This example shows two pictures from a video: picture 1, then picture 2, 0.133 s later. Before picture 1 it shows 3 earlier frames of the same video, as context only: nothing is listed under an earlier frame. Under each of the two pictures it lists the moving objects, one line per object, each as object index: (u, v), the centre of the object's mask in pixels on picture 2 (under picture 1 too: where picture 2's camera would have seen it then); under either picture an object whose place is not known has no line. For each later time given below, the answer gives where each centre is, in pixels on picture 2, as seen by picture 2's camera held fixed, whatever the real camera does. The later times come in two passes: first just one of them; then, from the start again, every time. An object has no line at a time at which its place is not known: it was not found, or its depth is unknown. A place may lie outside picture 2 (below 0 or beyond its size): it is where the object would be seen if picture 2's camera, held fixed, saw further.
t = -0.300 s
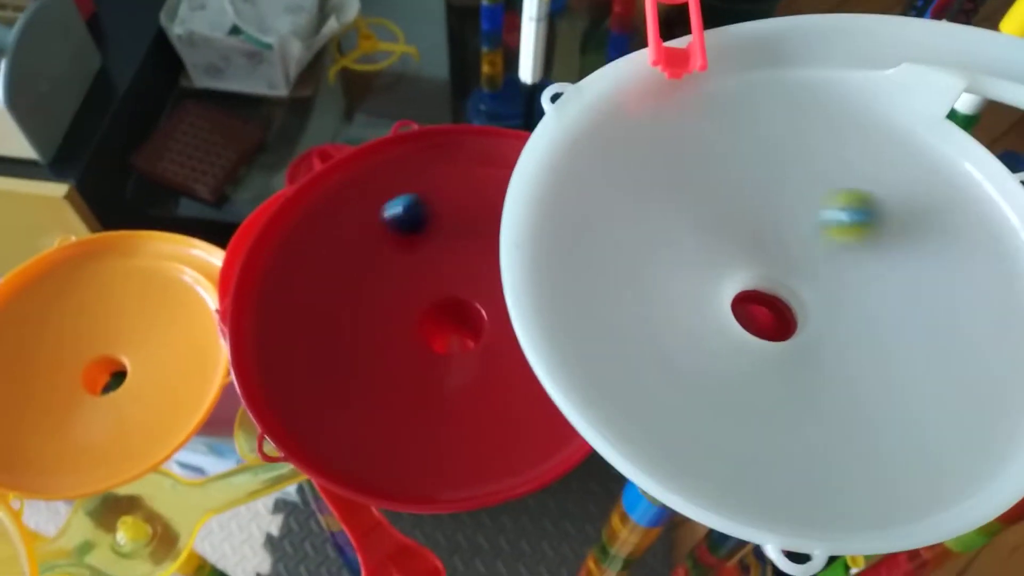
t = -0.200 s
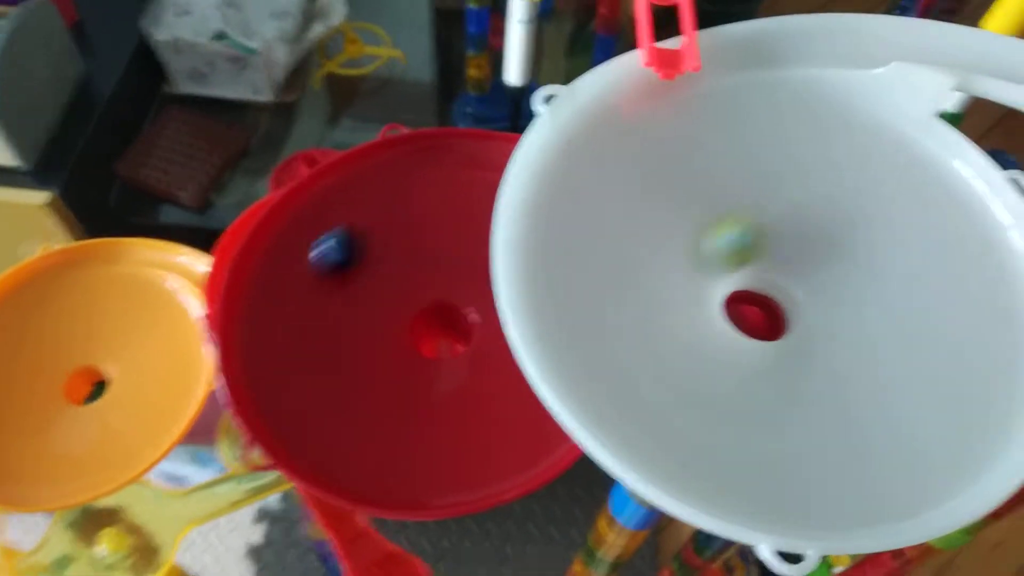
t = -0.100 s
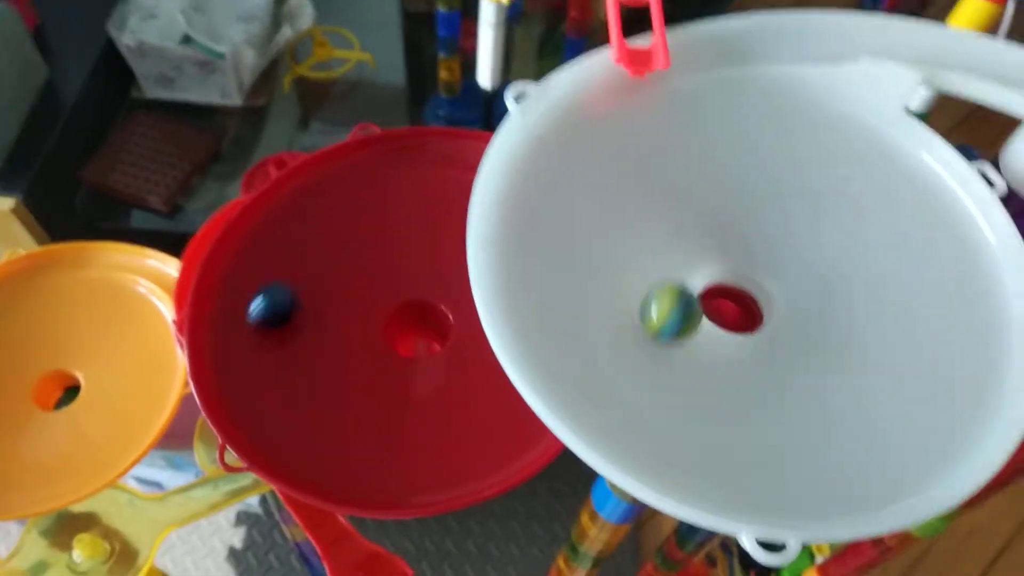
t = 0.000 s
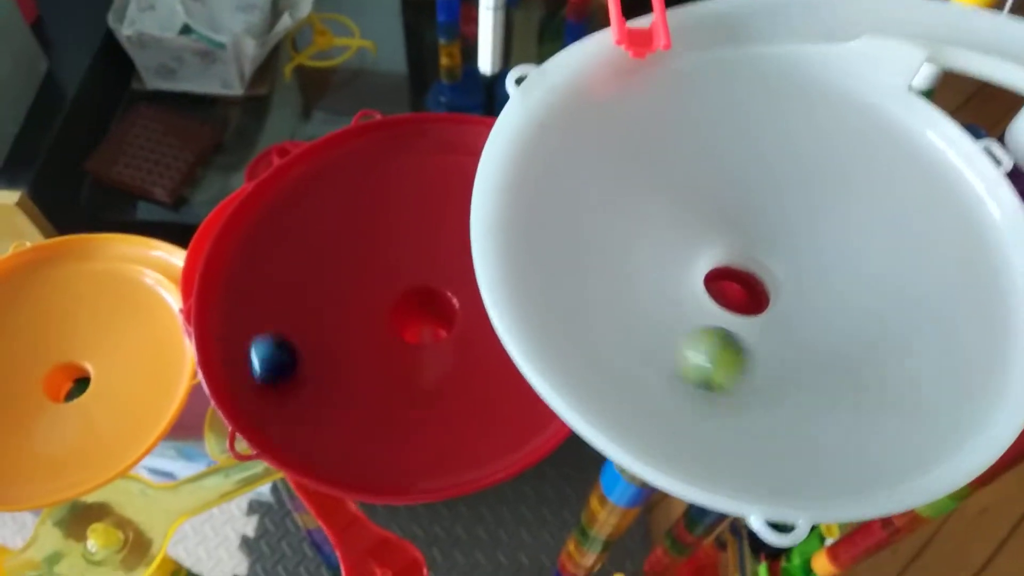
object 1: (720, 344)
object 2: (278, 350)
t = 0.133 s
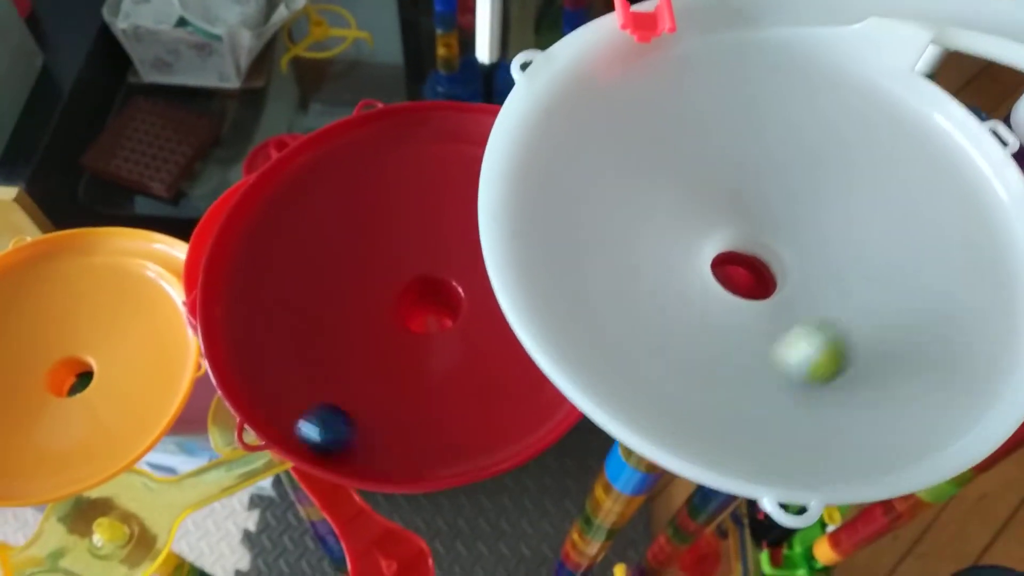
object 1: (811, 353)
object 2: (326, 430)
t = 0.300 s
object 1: (841, 241)
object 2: (443, 452)
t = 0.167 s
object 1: (831, 341)
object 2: (344, 441)
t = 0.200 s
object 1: (845, 320)
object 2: (368, 450)
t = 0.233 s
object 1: (851, 297)
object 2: (394, 457)
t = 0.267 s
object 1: (850, 269)
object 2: (417, 456)
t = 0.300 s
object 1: (841, 241)
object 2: (443, 452)
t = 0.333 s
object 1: (823, 213)
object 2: (467, 446)
